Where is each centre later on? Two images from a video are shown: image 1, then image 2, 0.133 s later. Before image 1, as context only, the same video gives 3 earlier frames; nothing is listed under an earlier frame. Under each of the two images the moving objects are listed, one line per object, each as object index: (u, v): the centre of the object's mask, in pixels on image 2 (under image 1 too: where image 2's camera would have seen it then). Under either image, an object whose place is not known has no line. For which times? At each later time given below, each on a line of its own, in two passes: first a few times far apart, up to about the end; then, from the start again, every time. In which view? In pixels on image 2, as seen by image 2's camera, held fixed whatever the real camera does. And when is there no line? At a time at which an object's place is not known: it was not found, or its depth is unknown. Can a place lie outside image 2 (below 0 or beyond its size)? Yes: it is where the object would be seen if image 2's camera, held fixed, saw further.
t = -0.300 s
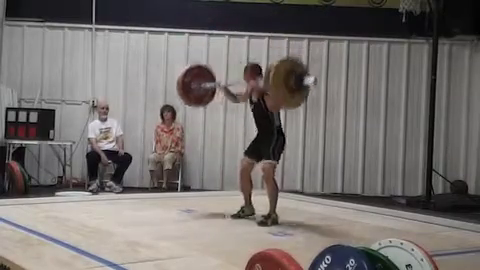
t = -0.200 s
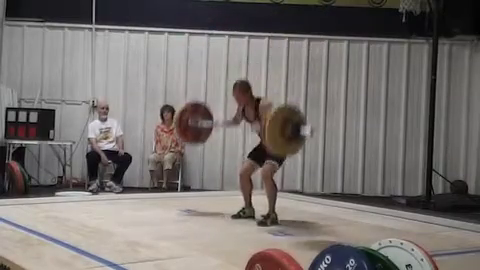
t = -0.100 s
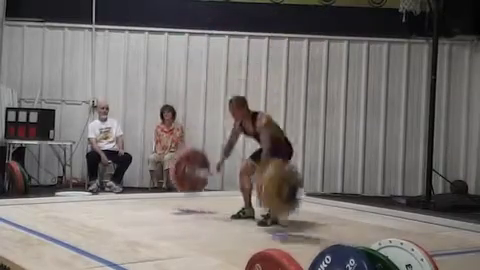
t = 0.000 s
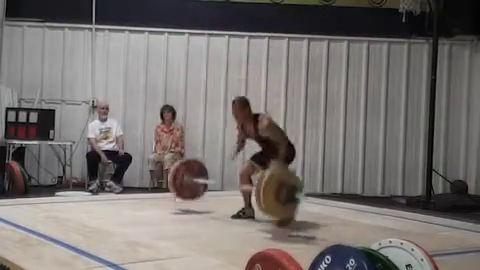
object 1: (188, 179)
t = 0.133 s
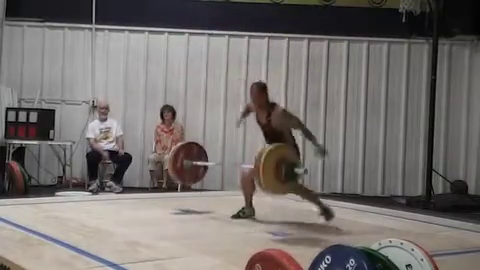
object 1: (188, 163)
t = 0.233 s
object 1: (191, 161)
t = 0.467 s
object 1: (184, 190)
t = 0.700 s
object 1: (183, 188)
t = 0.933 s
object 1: (184, 190)
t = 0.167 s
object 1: (188, 161)
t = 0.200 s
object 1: (191, 161)
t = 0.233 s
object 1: (191, 161)
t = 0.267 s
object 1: (191, 162)
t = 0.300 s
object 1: (191, 164)
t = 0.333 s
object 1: (191, 169)
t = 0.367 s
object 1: (187, 173)
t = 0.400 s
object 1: (185, 179)
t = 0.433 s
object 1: (184, 185)
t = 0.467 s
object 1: (184, 190)
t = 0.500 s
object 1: (183, 188)
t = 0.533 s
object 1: (183, 185)
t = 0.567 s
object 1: (183, 184)
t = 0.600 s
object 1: (183, 183)
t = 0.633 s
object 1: (183, 183)
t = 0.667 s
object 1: (183, 185)
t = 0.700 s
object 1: (183, 188)
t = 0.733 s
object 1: (185, 190)
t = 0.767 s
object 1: (185, 190)
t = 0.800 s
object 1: (184, 189)
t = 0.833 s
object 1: (184, 189)
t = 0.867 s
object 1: (184, 190)
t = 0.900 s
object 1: (184, 190)
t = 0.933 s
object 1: (184, 190)
